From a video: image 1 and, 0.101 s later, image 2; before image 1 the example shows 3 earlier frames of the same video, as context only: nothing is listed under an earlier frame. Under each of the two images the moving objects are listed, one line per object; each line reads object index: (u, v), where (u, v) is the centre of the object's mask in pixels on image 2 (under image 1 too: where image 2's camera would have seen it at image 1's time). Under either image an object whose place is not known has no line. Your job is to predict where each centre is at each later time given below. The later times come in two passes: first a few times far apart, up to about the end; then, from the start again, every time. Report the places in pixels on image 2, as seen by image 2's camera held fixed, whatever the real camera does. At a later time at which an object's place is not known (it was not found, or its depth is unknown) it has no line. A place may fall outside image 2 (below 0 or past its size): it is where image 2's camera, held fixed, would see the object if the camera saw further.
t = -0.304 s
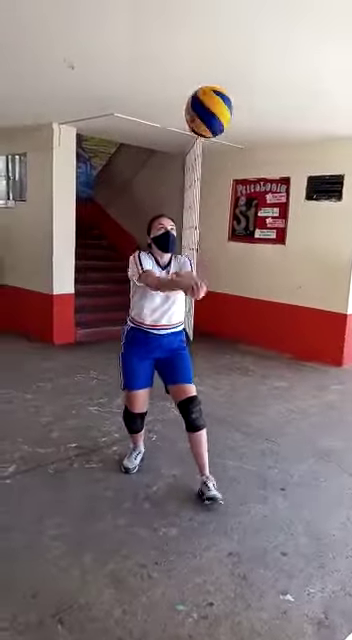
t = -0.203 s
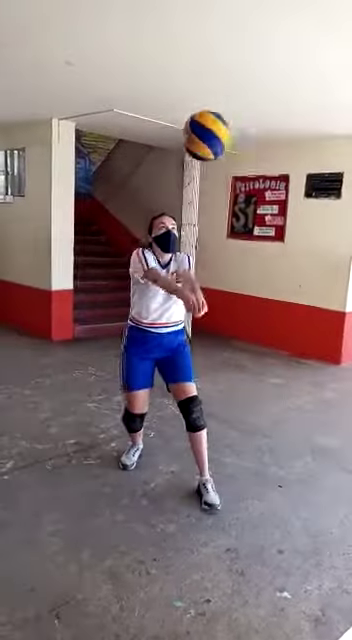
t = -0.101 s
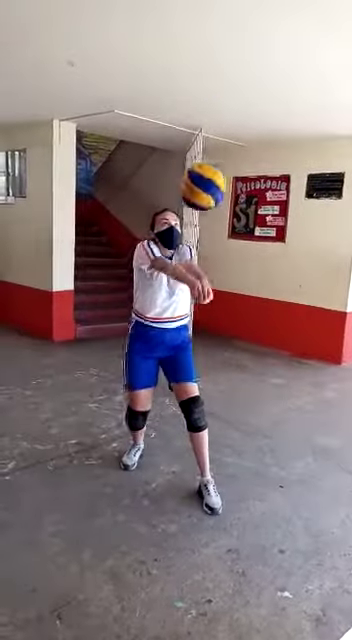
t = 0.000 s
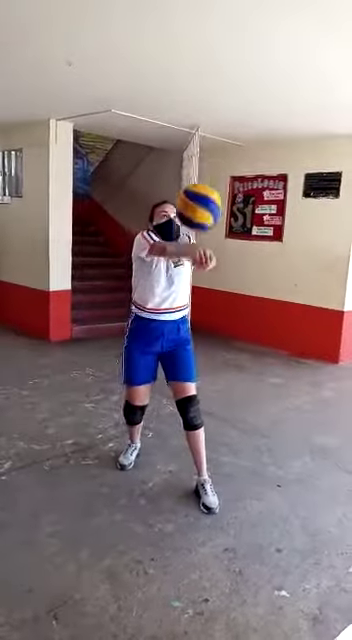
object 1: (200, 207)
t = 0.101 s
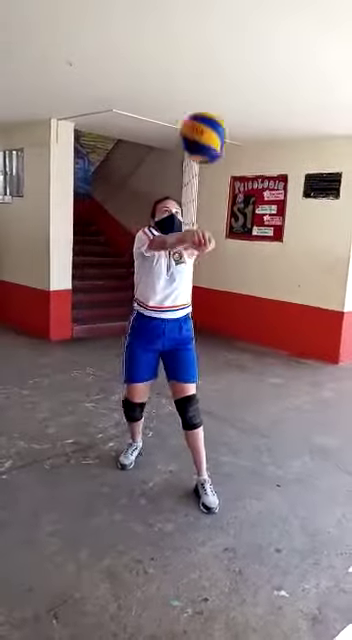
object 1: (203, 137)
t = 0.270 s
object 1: (208, 69)
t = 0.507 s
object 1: (209, 93)
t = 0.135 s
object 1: (204, 119)
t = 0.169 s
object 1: (205, 103)
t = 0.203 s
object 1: (207, 89)
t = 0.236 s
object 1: (208, 78)
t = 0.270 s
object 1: (208, 69)
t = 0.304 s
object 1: (209, 64)
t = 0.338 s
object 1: (209, 62)
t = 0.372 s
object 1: (210, 63)
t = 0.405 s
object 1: (210, 65)
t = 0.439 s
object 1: (209, 71)
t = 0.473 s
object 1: (209, 80)
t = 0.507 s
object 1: (209, 93)
